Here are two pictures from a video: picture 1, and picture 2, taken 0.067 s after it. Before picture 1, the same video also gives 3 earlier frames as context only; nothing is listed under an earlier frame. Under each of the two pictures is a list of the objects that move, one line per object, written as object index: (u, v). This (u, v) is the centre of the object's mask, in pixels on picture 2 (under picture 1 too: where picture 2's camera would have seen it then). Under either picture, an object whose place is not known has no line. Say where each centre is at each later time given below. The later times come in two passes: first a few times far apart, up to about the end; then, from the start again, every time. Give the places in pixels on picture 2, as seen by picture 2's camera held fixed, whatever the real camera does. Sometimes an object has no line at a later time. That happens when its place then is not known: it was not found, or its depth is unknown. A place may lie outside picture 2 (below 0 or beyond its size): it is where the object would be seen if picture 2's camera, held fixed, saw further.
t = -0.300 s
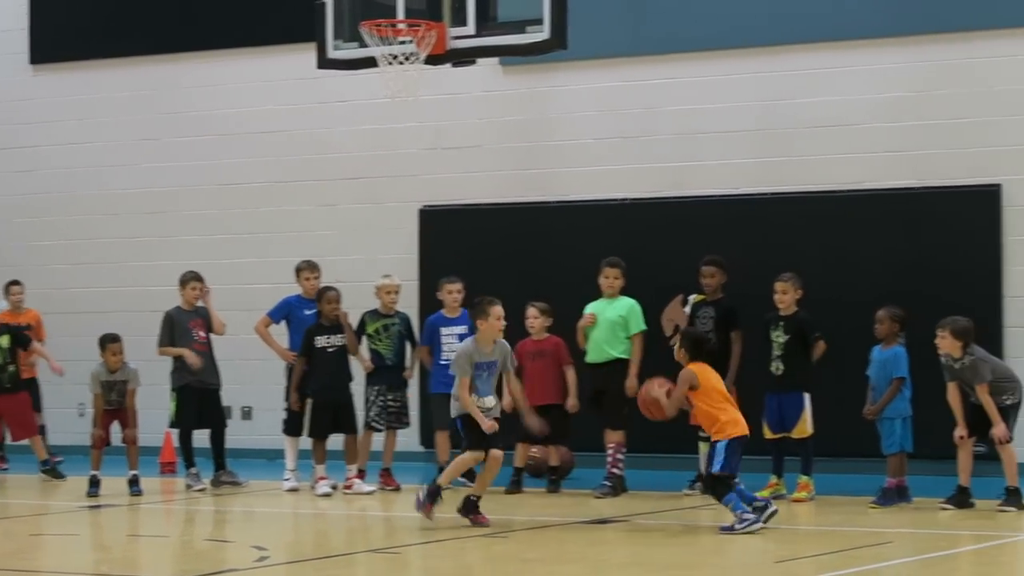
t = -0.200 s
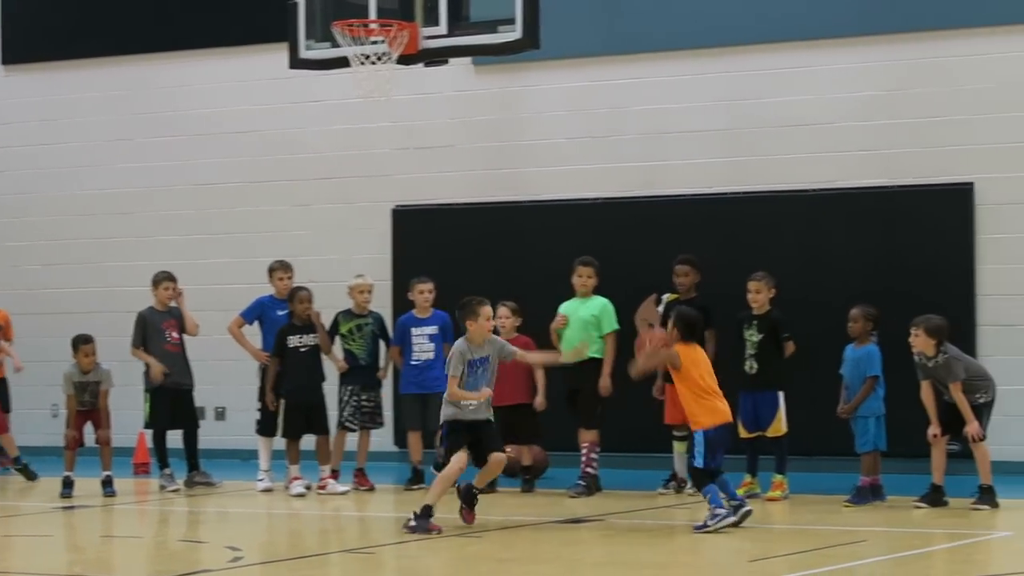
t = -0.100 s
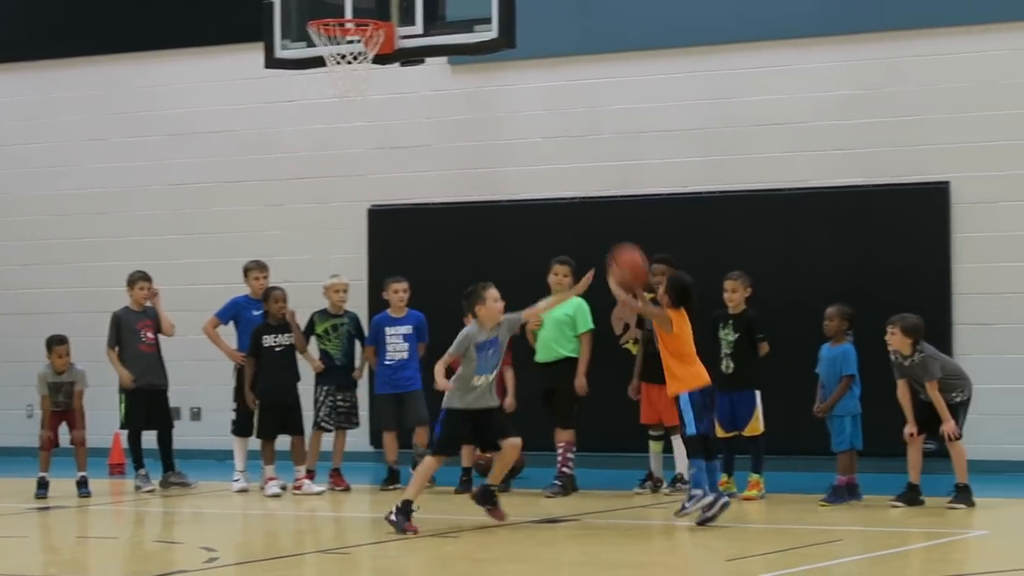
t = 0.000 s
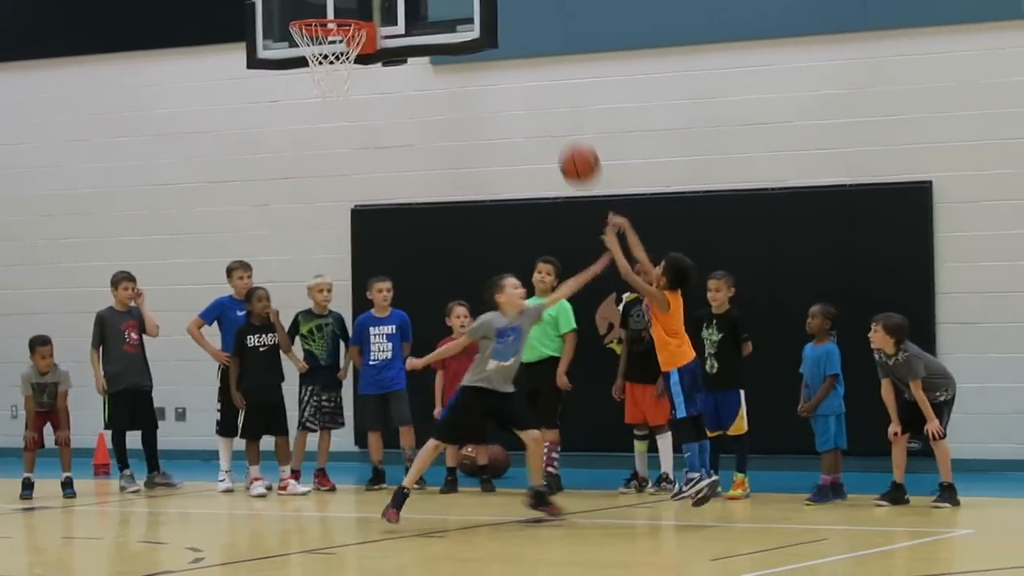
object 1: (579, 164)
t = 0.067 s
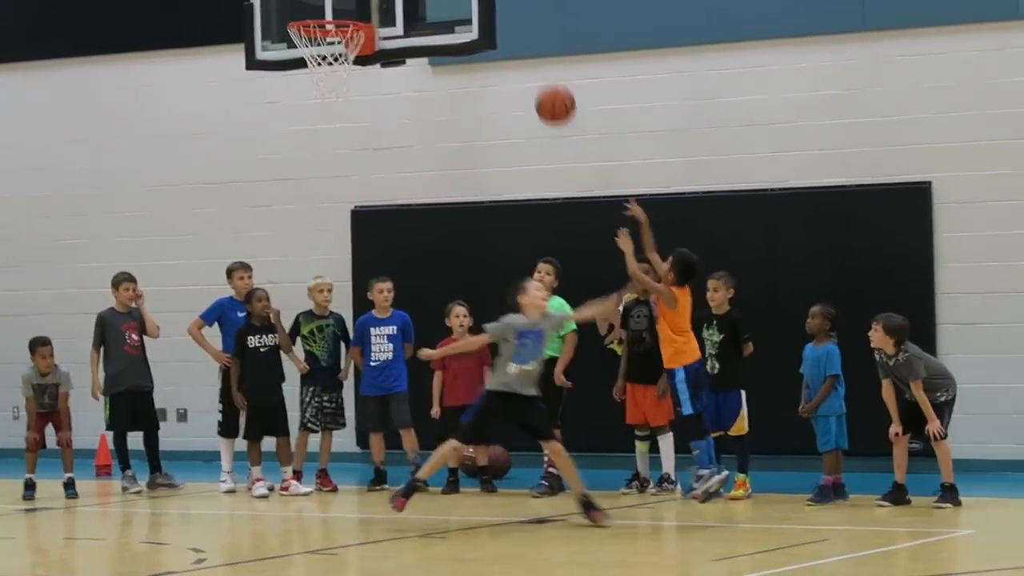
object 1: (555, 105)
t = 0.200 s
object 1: (507, 7)
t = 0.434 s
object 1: (432, -92)
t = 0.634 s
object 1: (371, -91)
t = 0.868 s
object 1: (306, -29)
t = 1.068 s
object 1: (257, -3)
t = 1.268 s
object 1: (212, 27)
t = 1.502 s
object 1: (163, 137)
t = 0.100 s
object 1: (543, 78)
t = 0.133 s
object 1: (531, 52)
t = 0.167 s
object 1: (519, 29)
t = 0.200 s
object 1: (507, 7)
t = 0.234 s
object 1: (496, -13)
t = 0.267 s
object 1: (485, -32)
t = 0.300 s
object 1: (474, -48)
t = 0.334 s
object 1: (463, -62)
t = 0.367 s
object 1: (453, -74)
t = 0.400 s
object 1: (443, -85)
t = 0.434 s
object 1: (432, -92)
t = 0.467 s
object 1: (423, -97)
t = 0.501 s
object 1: (412, -99)
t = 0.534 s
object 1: (403, -97)
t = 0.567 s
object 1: (393, -95)
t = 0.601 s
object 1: (382, -92)
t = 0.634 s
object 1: (371, -91)
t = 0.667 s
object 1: (361, -88)
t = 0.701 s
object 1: (353, -85)
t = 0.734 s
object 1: (343, -80)
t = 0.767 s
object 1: (334, -71)
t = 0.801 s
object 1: (324, -59)
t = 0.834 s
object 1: (315, -45)
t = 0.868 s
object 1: (306, -29)
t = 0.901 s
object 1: (297, -12)
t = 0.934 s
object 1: (288, 4)
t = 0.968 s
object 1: (281, 3)
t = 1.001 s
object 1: (273, -1)
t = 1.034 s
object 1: (266, -3)
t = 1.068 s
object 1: (257, -3)
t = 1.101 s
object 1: (249, -2)
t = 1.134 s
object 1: (242, 1)
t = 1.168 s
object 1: (234, 5)
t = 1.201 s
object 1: (227, 11)
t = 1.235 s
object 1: (219, 19)
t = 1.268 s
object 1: (212, 27)
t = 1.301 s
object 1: (205, 38)
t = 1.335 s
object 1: (199, 51)
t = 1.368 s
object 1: (192, 67)
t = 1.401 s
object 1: (184, 82)
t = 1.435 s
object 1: (178, 100)
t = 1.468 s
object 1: (170, 118)
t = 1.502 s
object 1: (163, 137)
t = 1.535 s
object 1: (156, 160)
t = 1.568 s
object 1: (150, 186)
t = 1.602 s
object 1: (144, 213)
